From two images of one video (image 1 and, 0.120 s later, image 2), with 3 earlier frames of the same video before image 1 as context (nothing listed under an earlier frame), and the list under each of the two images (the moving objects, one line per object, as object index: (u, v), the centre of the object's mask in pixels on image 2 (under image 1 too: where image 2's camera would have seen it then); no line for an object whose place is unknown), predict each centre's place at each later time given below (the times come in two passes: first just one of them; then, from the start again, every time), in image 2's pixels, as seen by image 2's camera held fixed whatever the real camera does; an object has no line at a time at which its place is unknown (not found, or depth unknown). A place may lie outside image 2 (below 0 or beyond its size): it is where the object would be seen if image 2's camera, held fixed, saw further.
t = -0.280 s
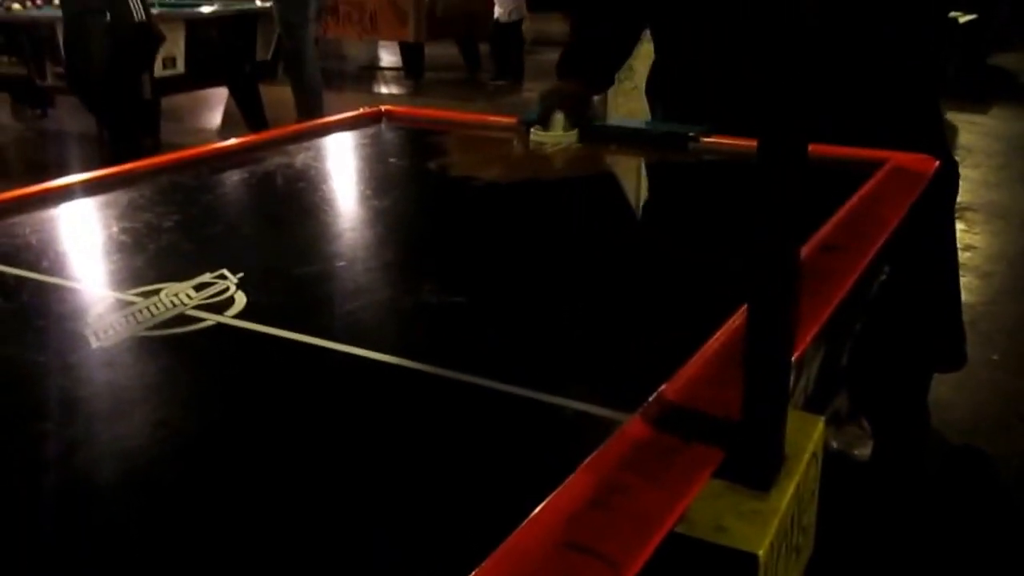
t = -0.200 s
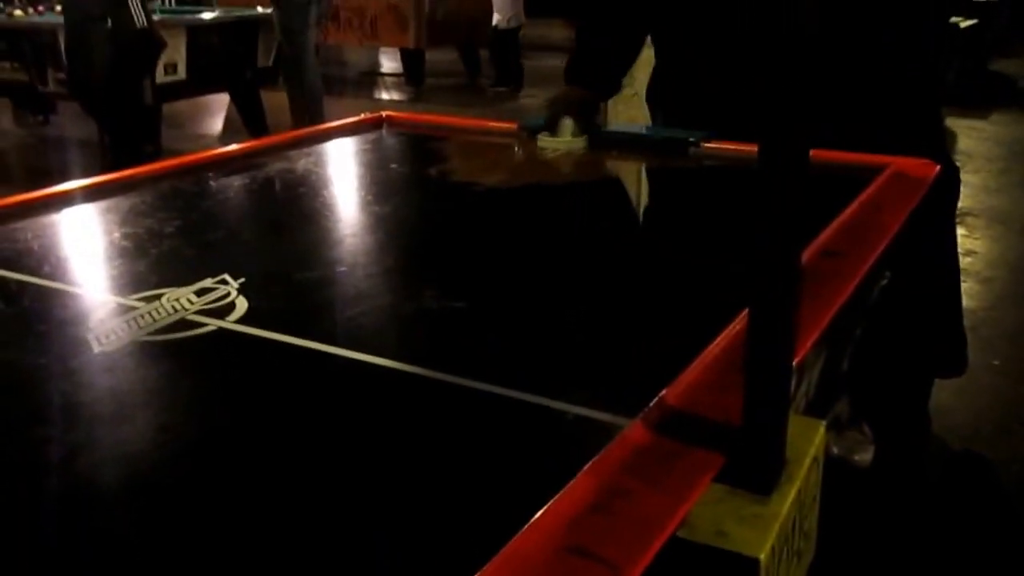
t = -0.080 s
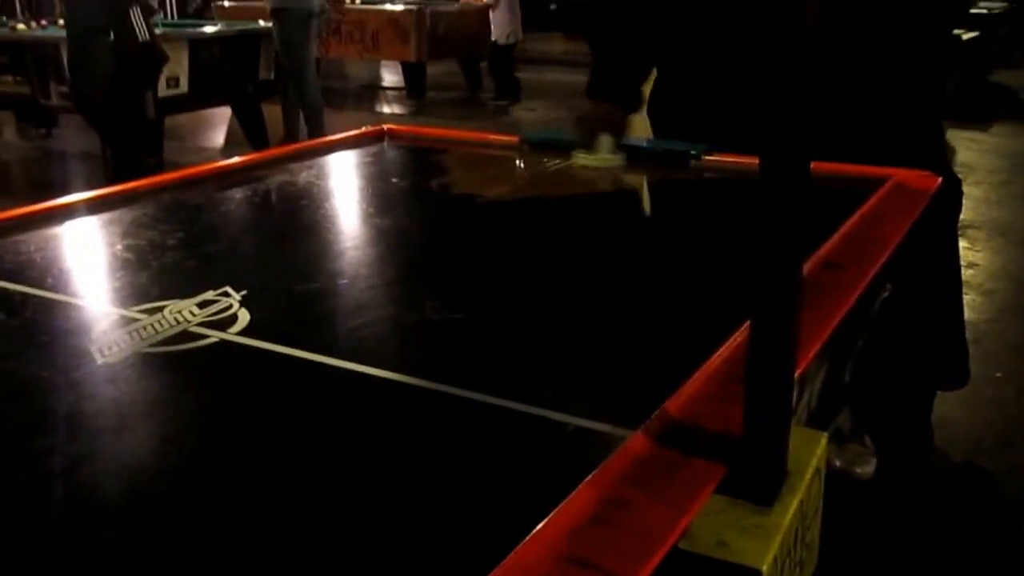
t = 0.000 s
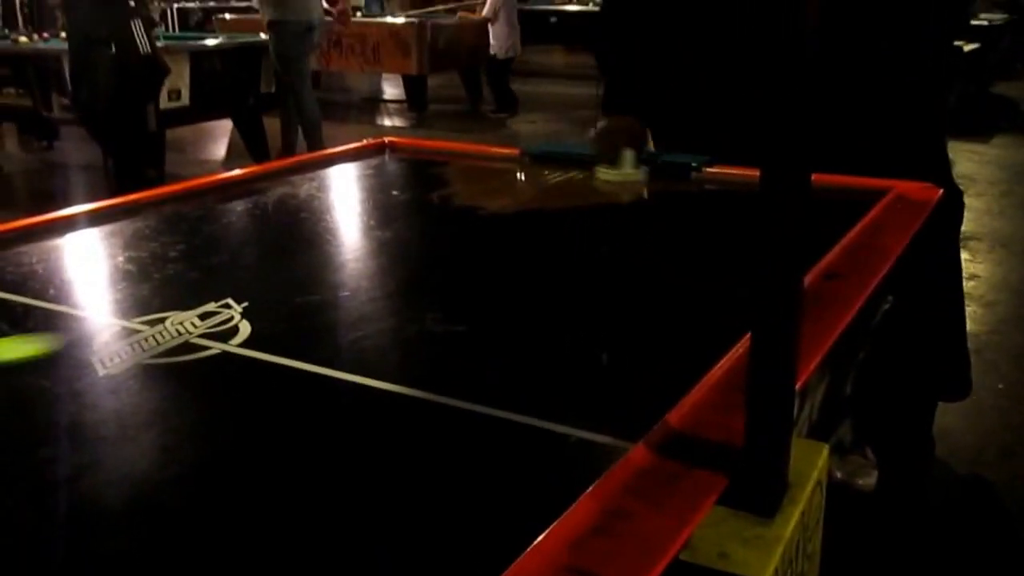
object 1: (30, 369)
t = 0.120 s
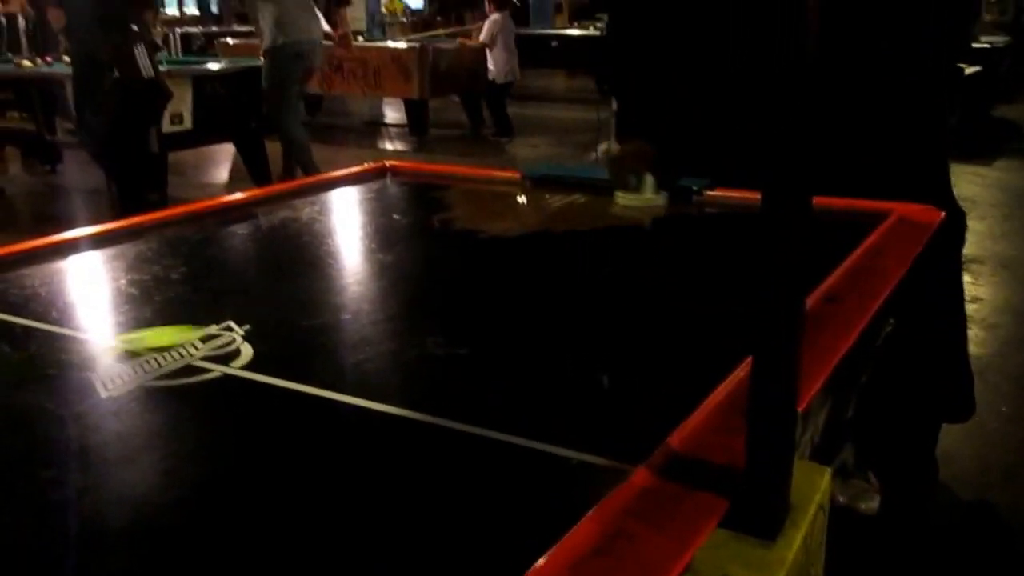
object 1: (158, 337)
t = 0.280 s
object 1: (300, 303)
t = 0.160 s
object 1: (201, 329)
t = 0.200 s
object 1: (236, 321)
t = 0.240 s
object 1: (268, 306)
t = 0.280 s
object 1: (300, 303)
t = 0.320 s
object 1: (328, 297)
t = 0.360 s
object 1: (357, 291)
